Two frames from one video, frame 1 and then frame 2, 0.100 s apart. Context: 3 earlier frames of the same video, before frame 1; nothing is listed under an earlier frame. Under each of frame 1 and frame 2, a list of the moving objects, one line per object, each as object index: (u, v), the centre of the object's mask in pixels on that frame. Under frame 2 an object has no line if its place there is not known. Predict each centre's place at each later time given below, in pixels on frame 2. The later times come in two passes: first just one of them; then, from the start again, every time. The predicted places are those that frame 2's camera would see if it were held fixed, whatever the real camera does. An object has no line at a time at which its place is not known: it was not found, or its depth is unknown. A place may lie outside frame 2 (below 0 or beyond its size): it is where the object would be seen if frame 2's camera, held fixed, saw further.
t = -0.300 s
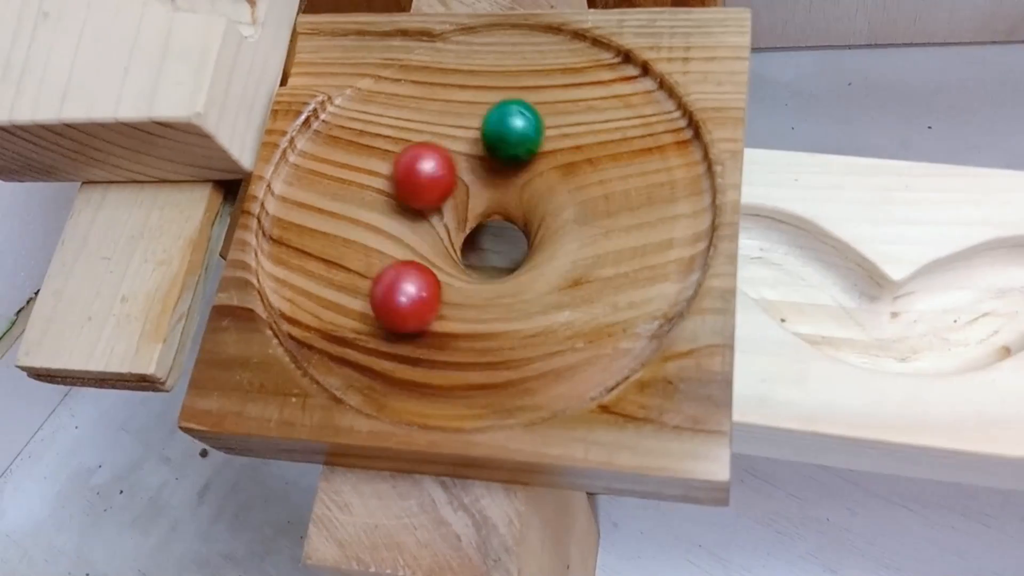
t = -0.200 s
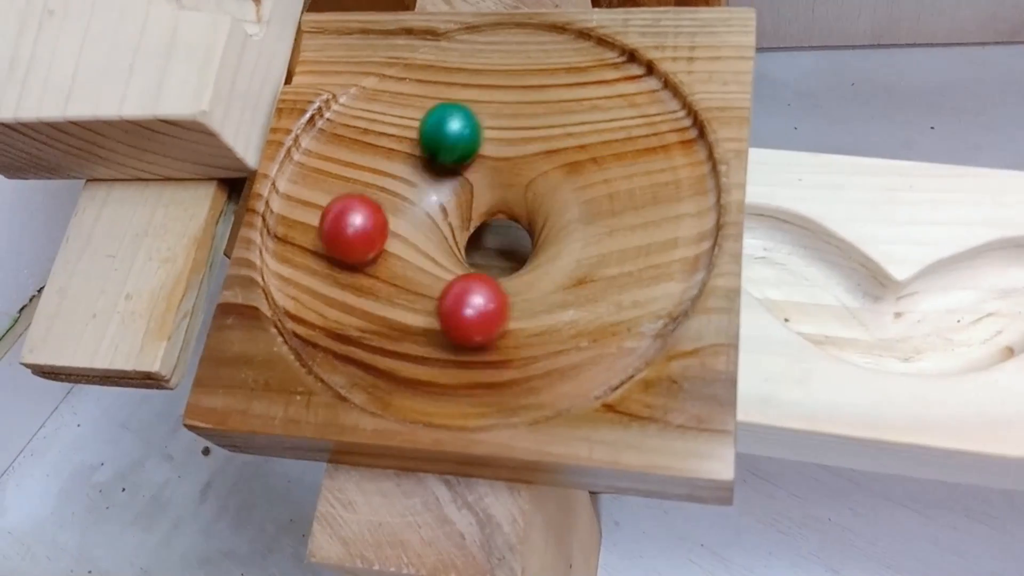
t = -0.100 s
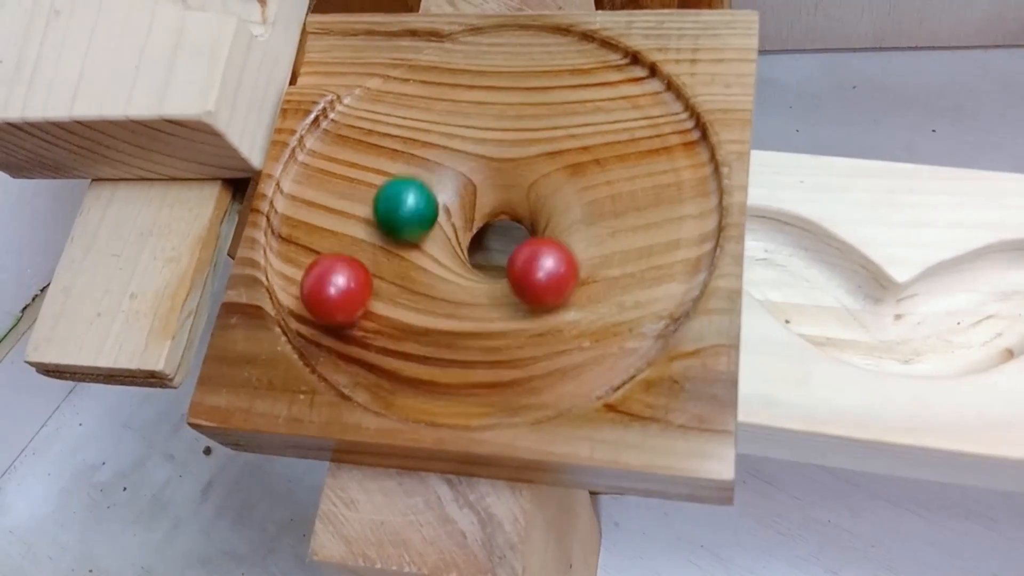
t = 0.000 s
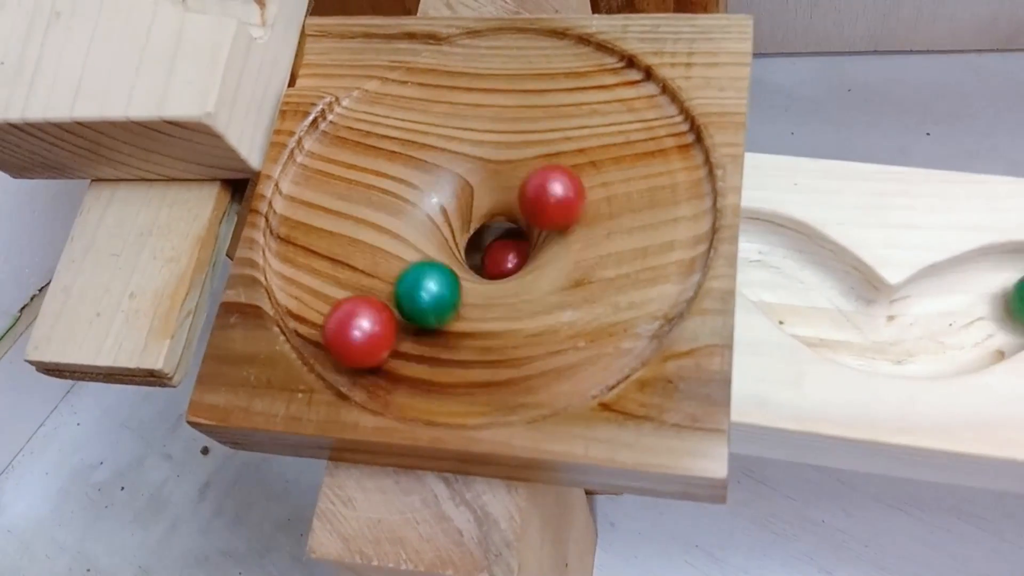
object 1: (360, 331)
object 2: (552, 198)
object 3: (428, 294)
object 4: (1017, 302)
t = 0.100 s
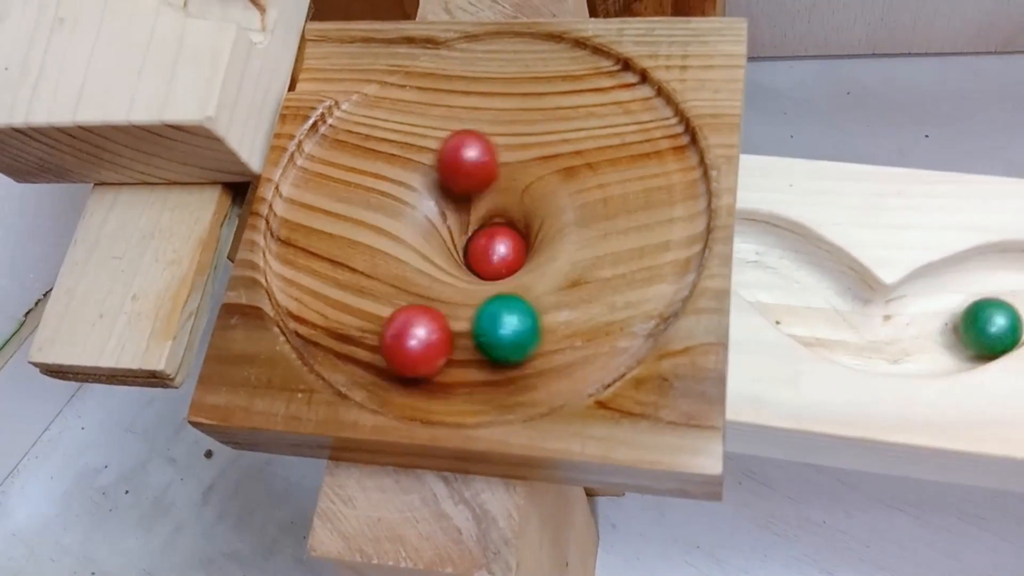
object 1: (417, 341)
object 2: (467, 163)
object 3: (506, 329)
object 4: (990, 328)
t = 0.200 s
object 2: (387, 215)
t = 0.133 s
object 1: (439, 335)
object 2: (434, 173)
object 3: (537, 329)
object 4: (977, 337)
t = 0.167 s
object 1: (463, 327)
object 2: (406, 193)
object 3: (566, 325)
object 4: (958, 337)
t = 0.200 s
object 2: (387, 215)
